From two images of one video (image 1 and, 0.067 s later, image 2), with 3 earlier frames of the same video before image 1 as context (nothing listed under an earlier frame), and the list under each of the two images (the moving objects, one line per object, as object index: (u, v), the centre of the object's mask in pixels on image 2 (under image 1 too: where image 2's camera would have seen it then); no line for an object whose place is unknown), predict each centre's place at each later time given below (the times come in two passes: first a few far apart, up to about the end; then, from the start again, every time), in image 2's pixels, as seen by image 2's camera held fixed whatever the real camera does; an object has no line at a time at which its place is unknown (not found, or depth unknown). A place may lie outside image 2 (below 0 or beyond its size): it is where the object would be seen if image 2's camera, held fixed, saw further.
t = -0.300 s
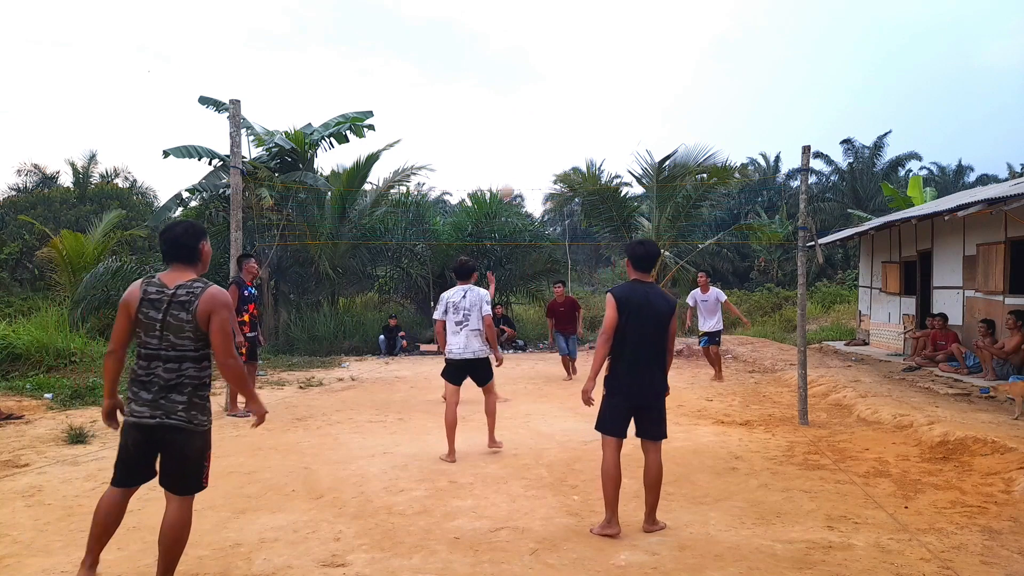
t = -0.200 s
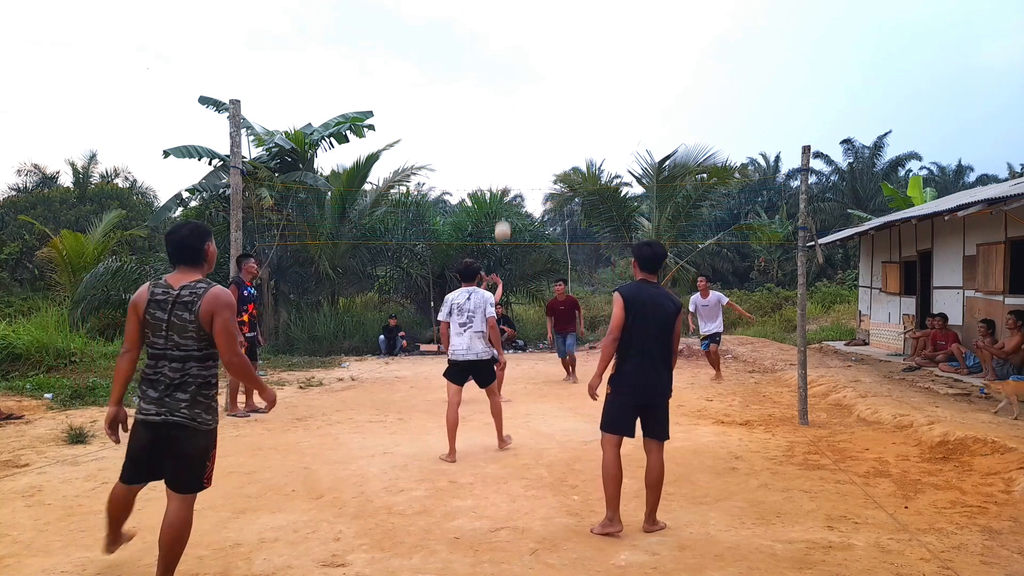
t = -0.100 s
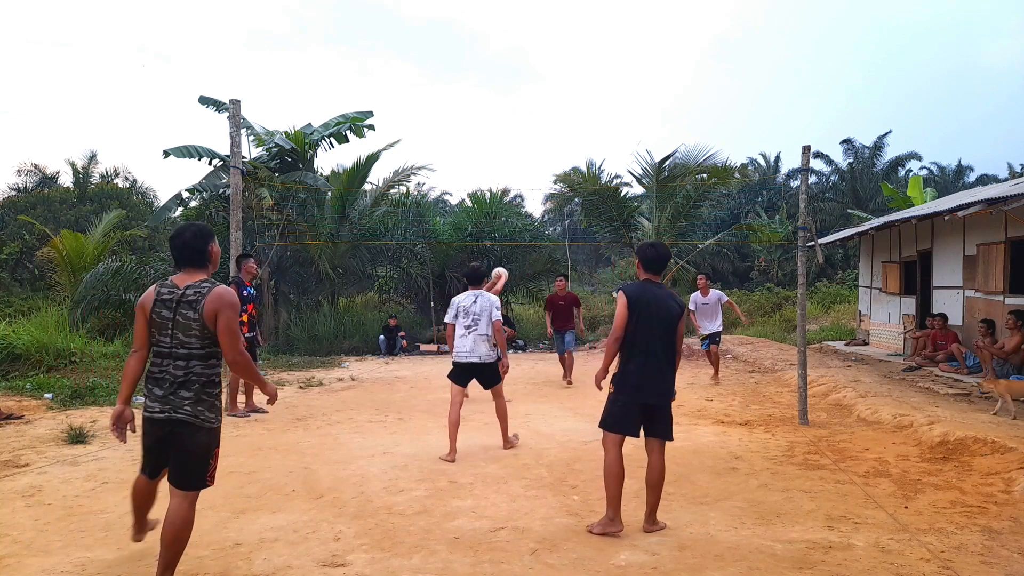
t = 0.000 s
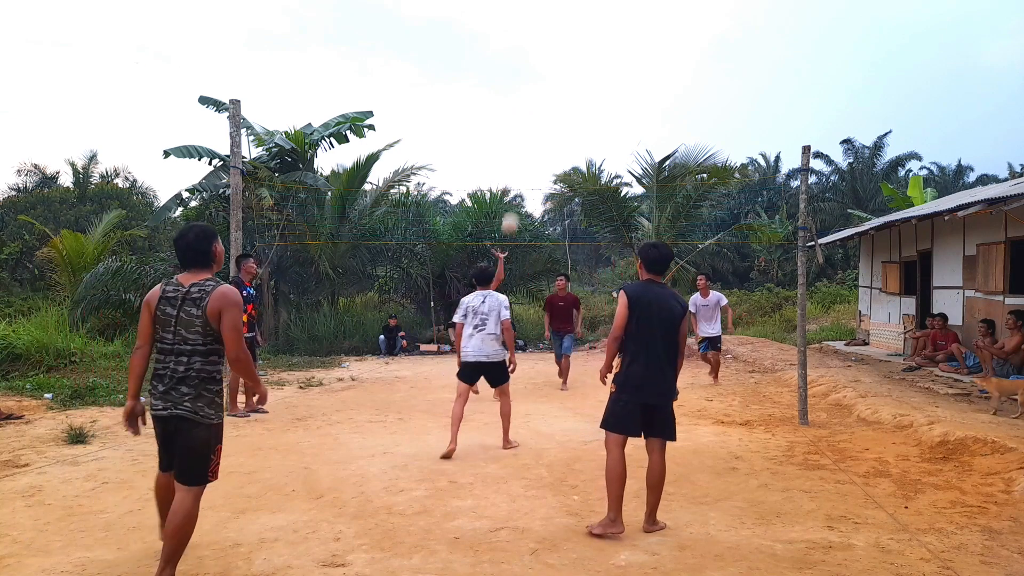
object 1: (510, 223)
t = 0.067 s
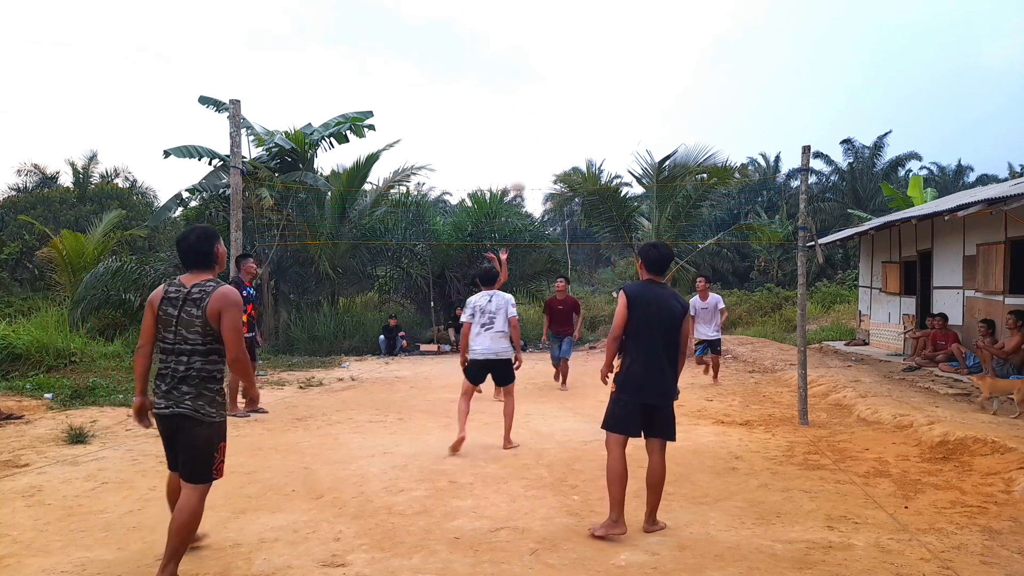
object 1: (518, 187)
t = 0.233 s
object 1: (535, 111)
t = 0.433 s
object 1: (555, 51)
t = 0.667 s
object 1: (578, 20)
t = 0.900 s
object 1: (599, 32)
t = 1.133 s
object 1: (619, 88)
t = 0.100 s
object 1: (522, 170)
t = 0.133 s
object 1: (525, 154)
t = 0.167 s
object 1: (528, 139)
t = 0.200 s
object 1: (532, 125)
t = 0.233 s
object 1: (535, 111)
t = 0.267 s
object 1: (539, 99)
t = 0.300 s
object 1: (542, 88)
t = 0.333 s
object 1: (545, 77)
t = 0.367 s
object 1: (548, 67)
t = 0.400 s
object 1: (551, 59)
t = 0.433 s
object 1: (555, 51)
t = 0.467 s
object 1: (558, 44)
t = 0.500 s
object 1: (561, 38)
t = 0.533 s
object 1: (565, 32)
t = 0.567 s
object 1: (568, 28)
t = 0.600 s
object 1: (571, 25)
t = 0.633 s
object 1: (575, 22)
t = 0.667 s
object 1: (578, 20)
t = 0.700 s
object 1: (581, 19)
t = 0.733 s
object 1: (584, 19)
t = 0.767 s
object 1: (587, 20)
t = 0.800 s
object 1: (590, 22)
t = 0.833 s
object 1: (593, 24)
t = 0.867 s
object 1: (596, 28)
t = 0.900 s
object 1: (599, 32)
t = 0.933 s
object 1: (602, 37)
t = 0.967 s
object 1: (605, 44)
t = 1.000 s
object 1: (608, 51)
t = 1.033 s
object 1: (611, 59)
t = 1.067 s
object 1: (614, 68)
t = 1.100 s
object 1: (617, 78)
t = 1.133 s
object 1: (619, 88)
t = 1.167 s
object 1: (622, 100)
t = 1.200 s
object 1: (625, 112)
